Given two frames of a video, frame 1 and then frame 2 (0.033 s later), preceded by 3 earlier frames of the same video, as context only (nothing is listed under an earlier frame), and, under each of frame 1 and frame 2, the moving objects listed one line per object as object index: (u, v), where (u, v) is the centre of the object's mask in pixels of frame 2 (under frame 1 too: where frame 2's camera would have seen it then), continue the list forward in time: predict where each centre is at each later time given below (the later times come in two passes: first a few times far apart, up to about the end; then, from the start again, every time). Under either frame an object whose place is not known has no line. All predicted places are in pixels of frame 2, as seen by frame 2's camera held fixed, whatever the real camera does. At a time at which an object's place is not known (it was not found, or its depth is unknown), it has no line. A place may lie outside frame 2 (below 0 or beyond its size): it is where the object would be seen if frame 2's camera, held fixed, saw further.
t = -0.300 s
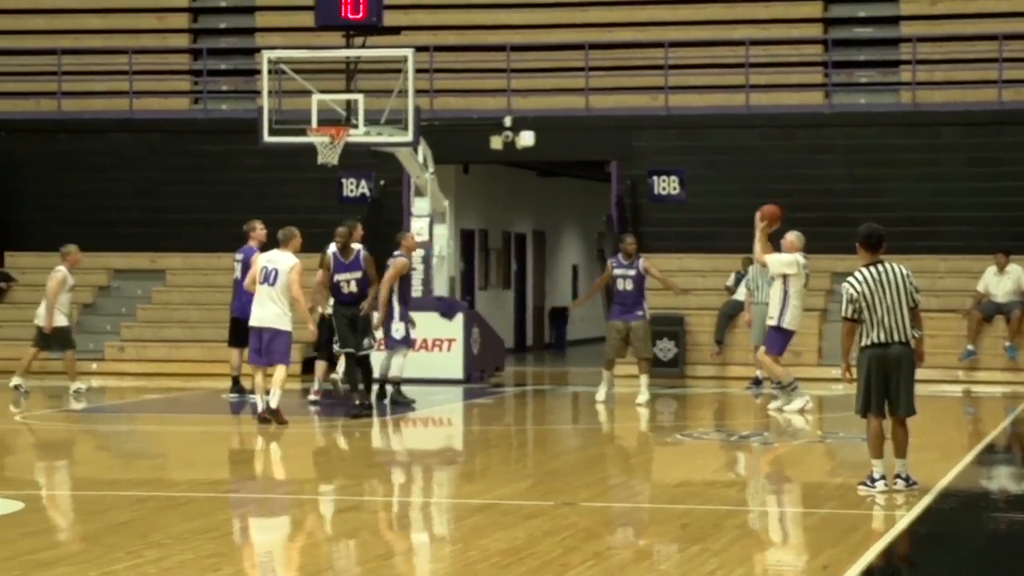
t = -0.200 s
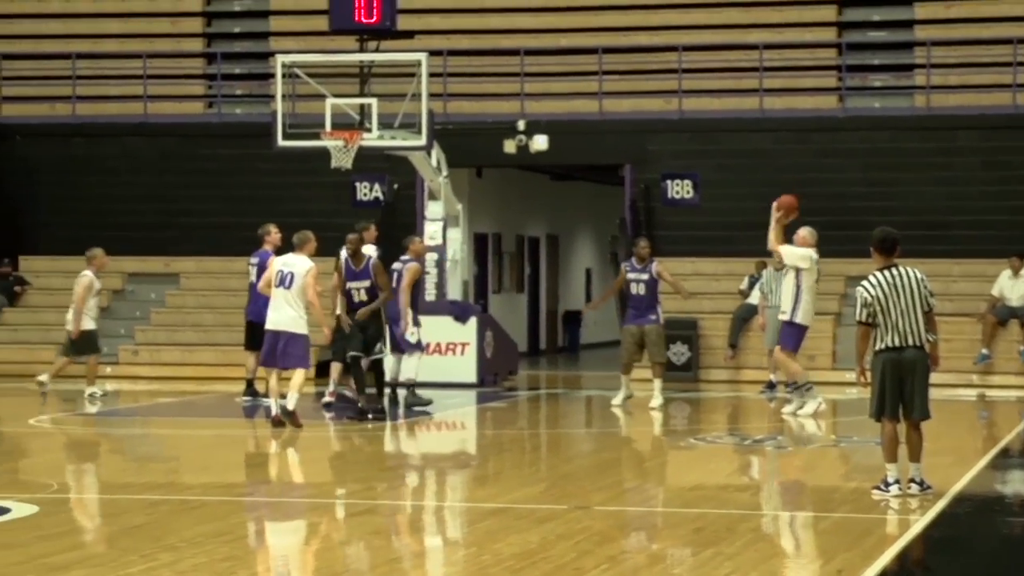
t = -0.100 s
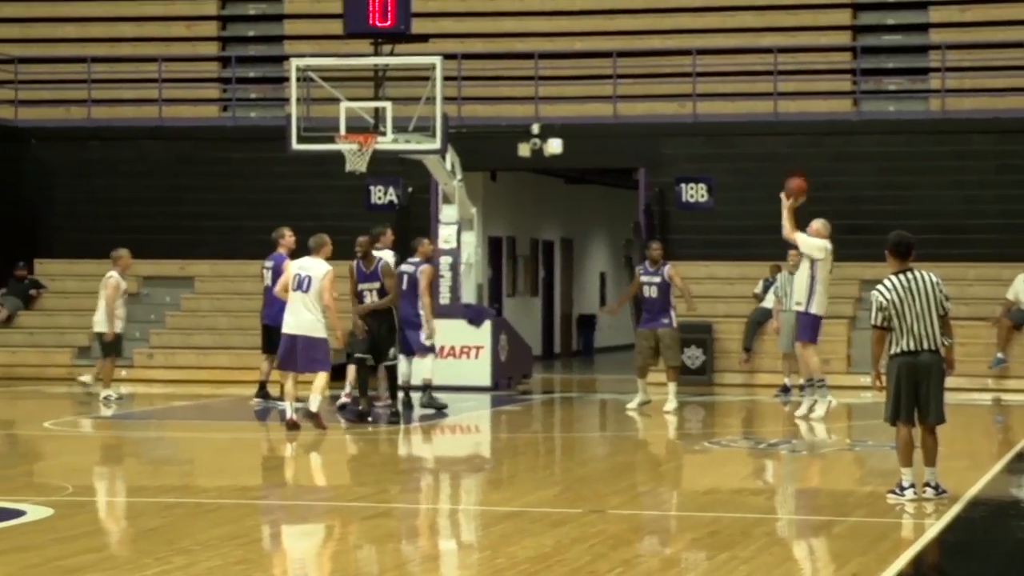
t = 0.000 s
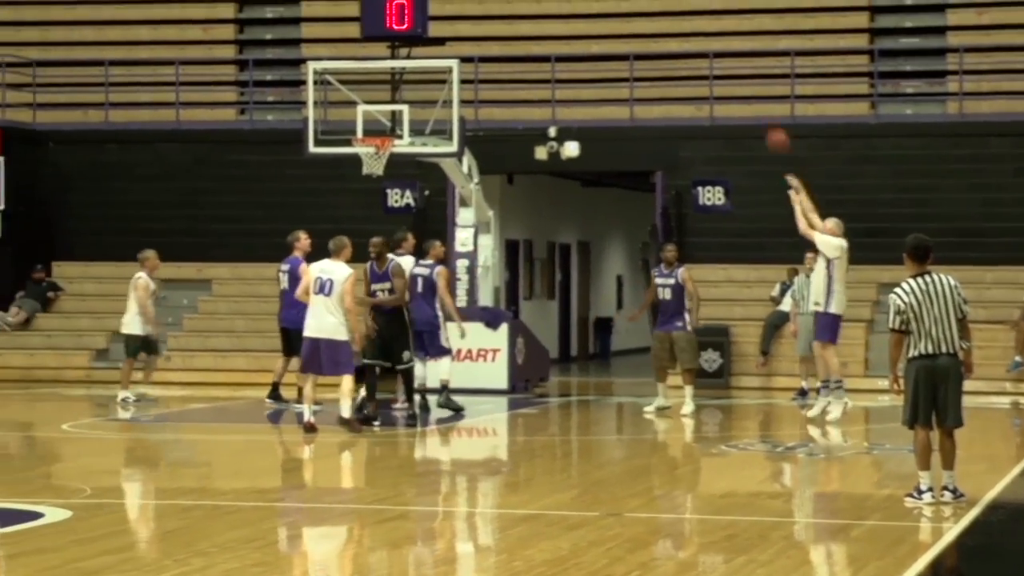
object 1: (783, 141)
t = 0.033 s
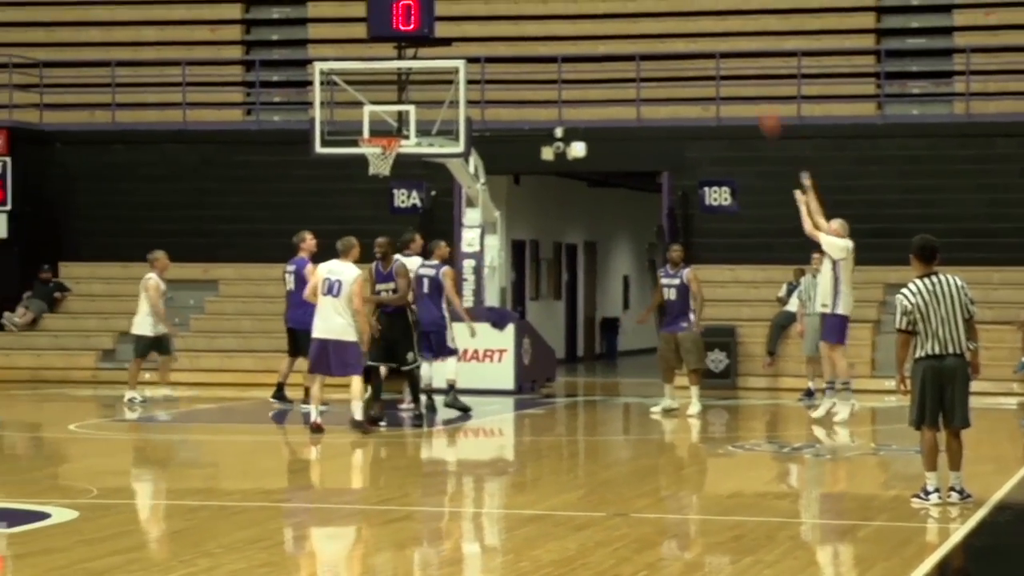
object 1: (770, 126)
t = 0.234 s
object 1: (691, 52)
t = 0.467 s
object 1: (604, 15)
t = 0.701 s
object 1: (521, 24)
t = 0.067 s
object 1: (756, 110)
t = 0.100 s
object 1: (743, 97)
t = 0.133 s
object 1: (729, 84)
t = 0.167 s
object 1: (716, 72)
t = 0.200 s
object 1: (703, 62)
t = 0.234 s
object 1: (691, 52)
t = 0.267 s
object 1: (679, 44)
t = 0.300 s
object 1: (667, 37)
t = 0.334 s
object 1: (653, 30)
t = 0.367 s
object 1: (641, 25)
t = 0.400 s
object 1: (629, 20)
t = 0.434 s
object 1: (616, 17)
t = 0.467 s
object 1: (604, 15)
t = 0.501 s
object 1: (593, 13)
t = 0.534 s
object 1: (581, 12)
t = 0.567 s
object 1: (568, 12)
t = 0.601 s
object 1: (557, 15)
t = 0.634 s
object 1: (544, 17)
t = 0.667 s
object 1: (532, 20)
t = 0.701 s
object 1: (521, 24)
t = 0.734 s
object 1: (509, 30)
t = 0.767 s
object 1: (498, 36)
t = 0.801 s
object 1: (487, 43)
